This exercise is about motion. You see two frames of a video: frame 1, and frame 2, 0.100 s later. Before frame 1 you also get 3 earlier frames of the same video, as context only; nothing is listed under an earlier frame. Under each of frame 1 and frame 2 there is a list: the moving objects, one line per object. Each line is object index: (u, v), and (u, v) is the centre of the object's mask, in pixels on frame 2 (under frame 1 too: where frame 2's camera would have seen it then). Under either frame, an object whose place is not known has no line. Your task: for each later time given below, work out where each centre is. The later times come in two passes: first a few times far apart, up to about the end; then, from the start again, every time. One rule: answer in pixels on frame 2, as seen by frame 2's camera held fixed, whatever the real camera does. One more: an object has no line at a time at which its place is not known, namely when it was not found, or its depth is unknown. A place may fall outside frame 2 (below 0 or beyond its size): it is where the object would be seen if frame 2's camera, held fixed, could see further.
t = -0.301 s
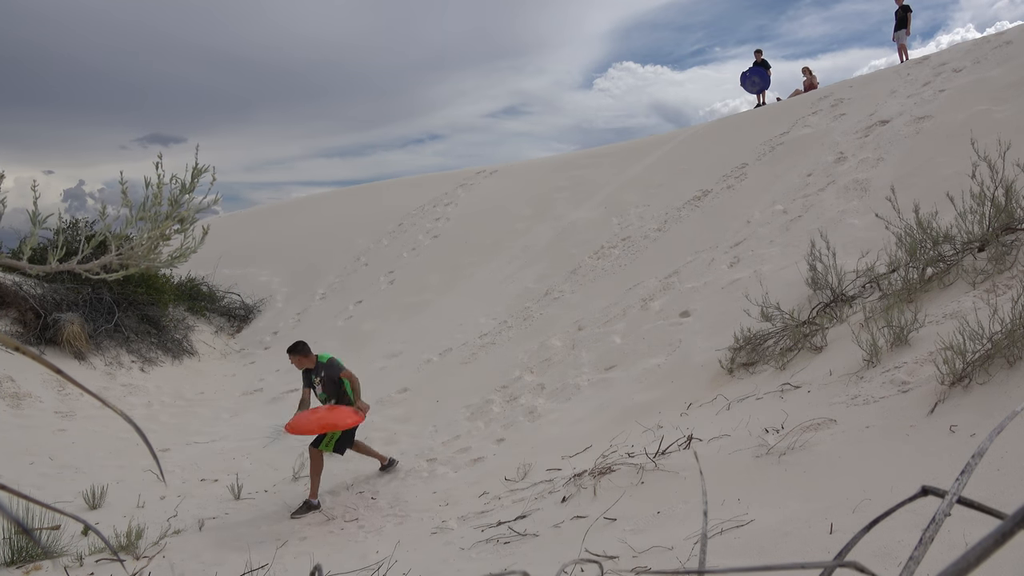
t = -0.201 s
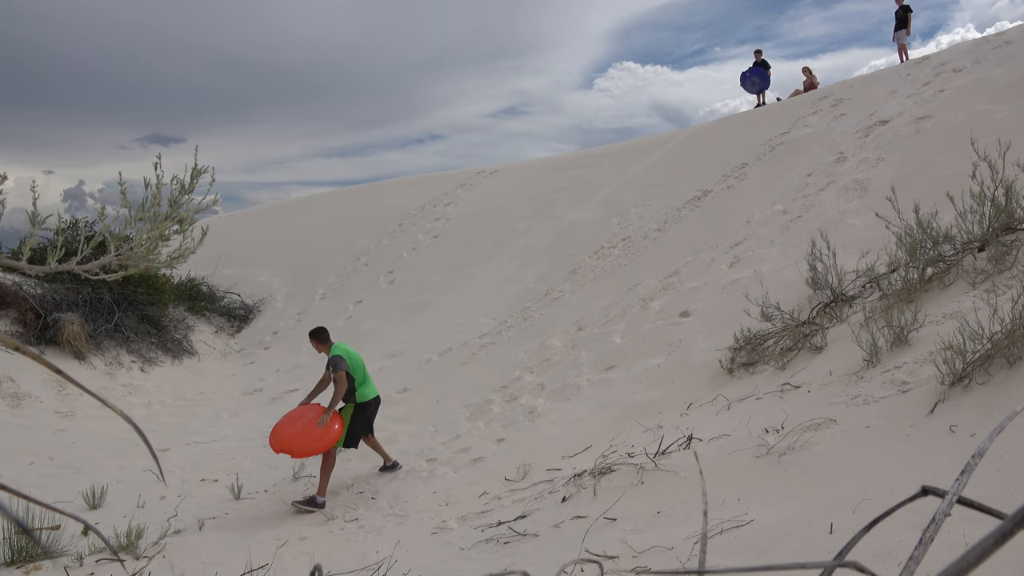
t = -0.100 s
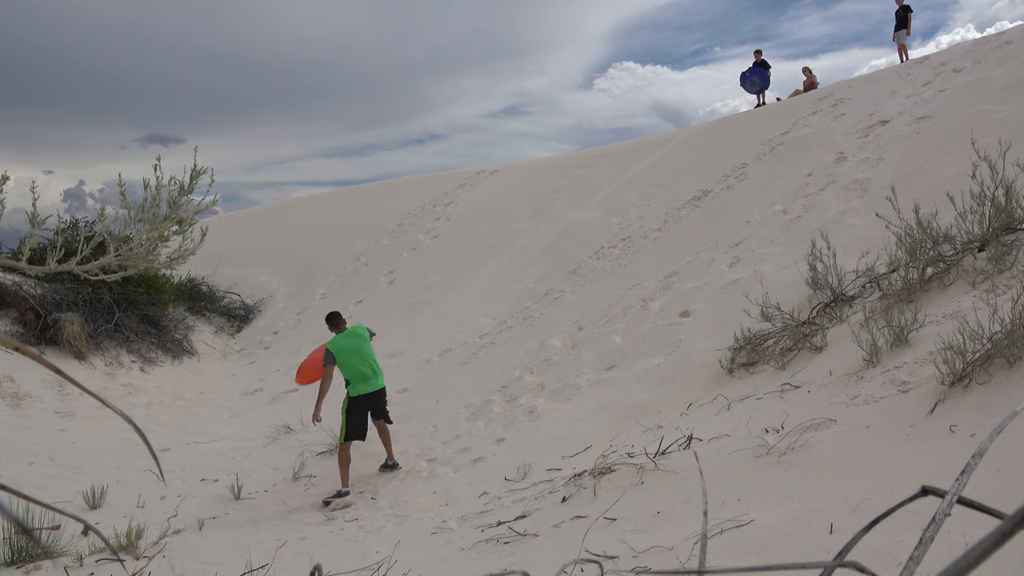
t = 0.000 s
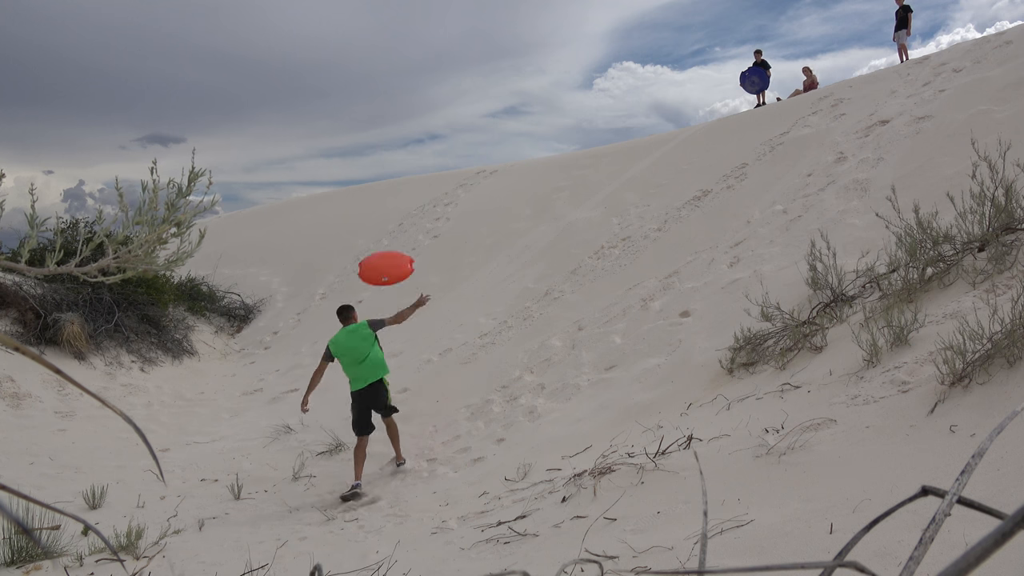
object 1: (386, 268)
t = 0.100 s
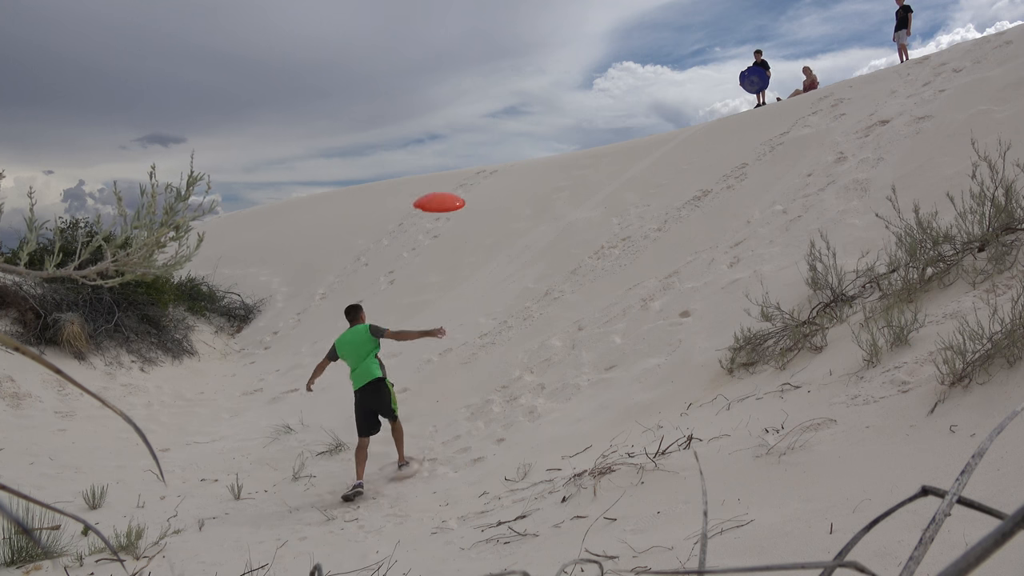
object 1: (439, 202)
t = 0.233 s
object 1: (495, 144)
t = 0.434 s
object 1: (560, 93)
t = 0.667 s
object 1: (618, 65)
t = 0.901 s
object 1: (666, 62)
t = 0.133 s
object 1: (454, 186)
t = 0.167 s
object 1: (468, 171)
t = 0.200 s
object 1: (482, 157)
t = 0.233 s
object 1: (495, 144)
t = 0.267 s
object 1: (507, 133)
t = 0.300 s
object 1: (519, 124)
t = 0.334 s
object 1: (531, 115)
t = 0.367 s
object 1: (541, 107)
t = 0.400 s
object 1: (550, 100)
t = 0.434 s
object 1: (560, 93)
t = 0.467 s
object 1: (569, 87)
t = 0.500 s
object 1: (578, 82)
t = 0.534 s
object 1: (586, 77)
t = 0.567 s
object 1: (595, 74)
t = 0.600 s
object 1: (603, 70)
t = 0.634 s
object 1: (611, 68)
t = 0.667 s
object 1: (618, 65)
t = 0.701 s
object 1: (625, 64)
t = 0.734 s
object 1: (632, 63)
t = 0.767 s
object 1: (639, 62)
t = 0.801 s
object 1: (646, 61)
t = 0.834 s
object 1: (653, 61)
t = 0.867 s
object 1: (660, 61)
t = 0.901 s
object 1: (666, 62)
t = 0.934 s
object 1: (672, 62)
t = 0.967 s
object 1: (678, 63)
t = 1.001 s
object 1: (684, 64)
